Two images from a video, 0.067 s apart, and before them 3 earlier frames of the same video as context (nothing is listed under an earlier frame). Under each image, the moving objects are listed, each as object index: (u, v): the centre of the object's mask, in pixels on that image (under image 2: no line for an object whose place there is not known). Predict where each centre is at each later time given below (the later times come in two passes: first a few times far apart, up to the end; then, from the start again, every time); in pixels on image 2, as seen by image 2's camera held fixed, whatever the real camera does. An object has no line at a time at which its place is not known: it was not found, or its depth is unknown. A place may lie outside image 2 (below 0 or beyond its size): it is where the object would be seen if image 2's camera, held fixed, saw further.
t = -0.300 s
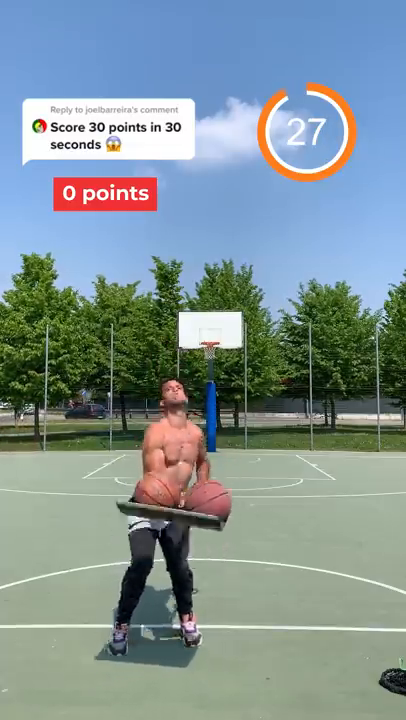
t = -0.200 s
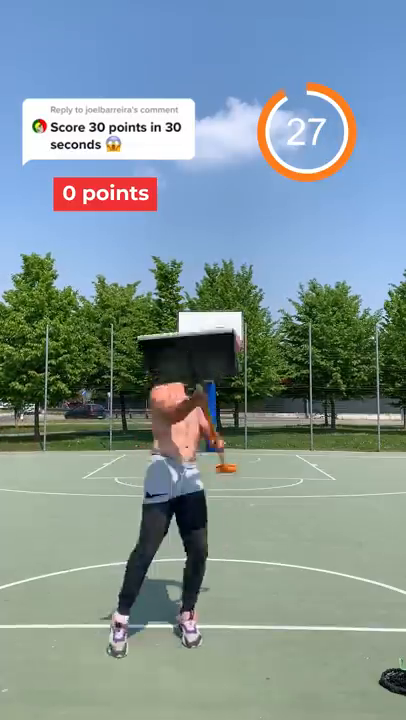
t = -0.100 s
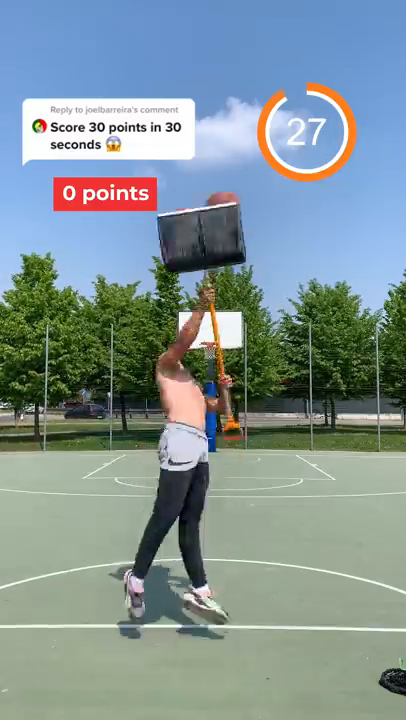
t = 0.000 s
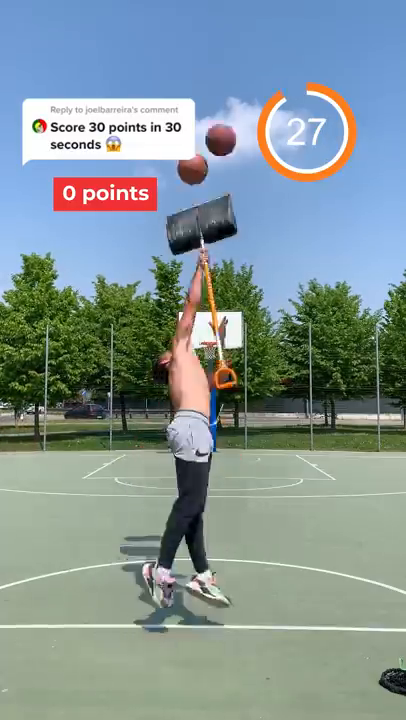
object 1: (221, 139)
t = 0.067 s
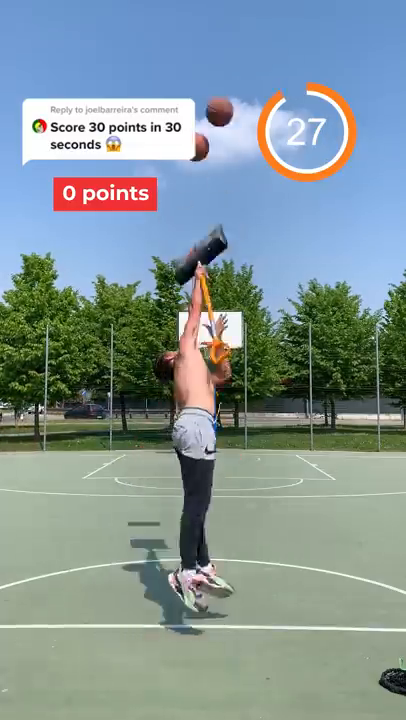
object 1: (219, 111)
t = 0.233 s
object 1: (217, 78)
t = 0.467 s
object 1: (216, 78)
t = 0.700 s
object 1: (215, 108)
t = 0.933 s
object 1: (214, 155)
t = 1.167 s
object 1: (213, 215)
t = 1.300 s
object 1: (212, 251)
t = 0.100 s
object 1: (218, 102)
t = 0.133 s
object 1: (218, 94)
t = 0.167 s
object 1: (218, 86)
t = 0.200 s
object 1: (217, 82)
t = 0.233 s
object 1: (217, 78)
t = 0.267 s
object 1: (217, 75)
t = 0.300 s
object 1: (217, 73)
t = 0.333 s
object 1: (216, 73)
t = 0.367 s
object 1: (216, 73)
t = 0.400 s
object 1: (216, 74)
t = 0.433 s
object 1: (216, 76)
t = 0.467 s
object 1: (216, 78)
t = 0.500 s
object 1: (216, 81)
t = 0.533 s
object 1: (215, 85)
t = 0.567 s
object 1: (215, 89)
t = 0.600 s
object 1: (215, 93)
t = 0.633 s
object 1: (215, 97)
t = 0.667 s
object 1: (215, 102)
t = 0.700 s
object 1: (215, 108)
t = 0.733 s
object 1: (215, 113)
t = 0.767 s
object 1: (214, 120)
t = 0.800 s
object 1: (214, 127)
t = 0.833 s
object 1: (214, 133)
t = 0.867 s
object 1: (214, 140)
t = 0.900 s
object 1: (214, 148)
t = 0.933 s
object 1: (214, 155)
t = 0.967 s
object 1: (214, 163)
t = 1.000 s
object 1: (213, 171)
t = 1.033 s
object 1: (213, 180)
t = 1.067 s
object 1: (213, 188)
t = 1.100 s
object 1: (213, 197)
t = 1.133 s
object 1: (213, 206)
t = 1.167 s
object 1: (213, 215)
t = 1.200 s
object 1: (213, 224)
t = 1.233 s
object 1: (212, 233)
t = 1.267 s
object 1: (212, 242)
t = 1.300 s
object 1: (212, 251)
